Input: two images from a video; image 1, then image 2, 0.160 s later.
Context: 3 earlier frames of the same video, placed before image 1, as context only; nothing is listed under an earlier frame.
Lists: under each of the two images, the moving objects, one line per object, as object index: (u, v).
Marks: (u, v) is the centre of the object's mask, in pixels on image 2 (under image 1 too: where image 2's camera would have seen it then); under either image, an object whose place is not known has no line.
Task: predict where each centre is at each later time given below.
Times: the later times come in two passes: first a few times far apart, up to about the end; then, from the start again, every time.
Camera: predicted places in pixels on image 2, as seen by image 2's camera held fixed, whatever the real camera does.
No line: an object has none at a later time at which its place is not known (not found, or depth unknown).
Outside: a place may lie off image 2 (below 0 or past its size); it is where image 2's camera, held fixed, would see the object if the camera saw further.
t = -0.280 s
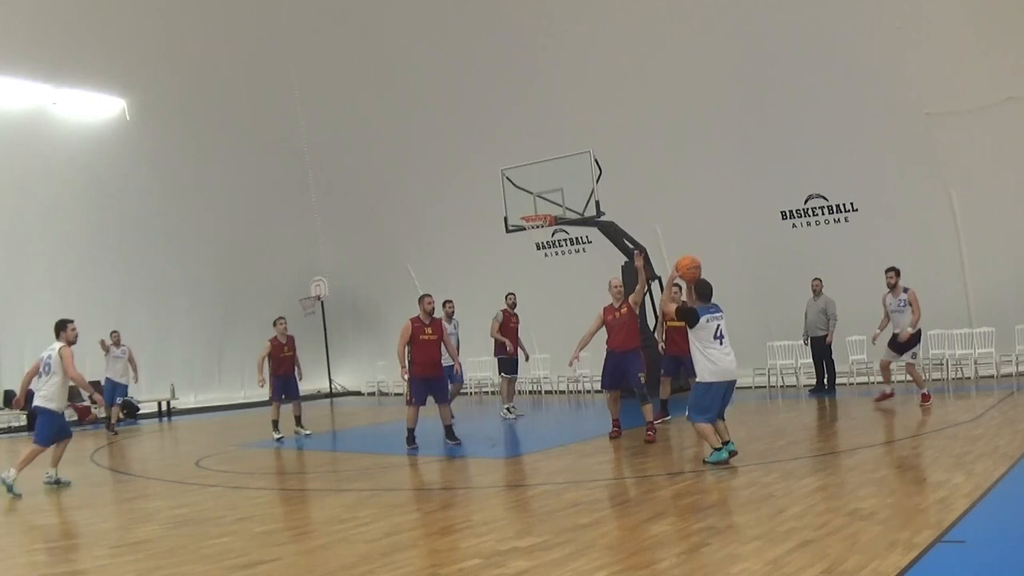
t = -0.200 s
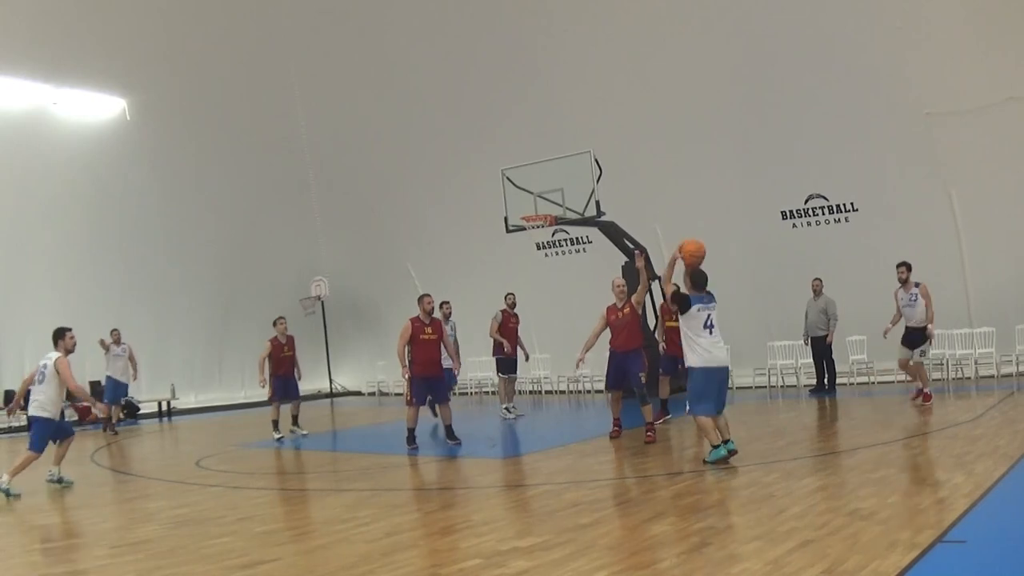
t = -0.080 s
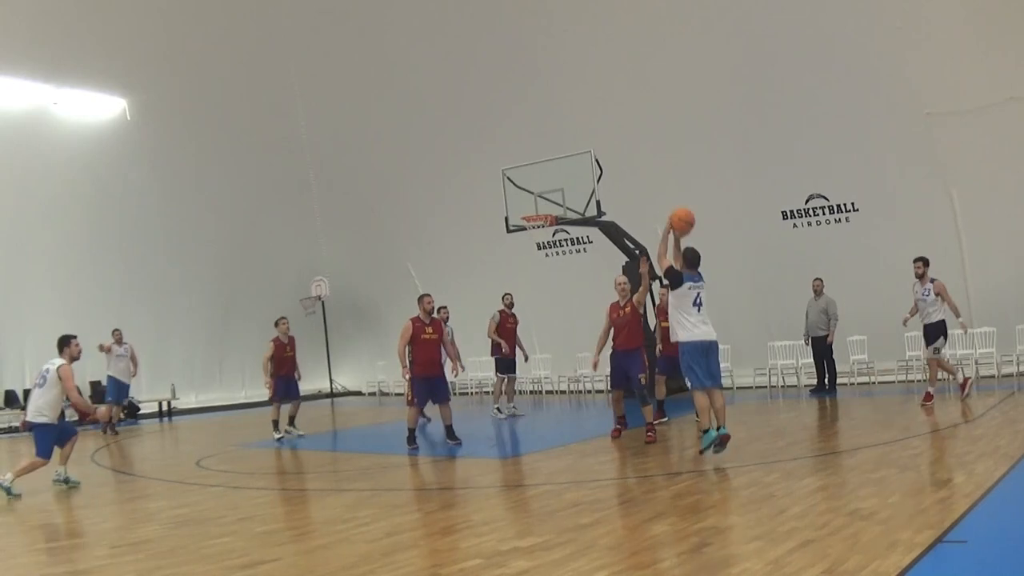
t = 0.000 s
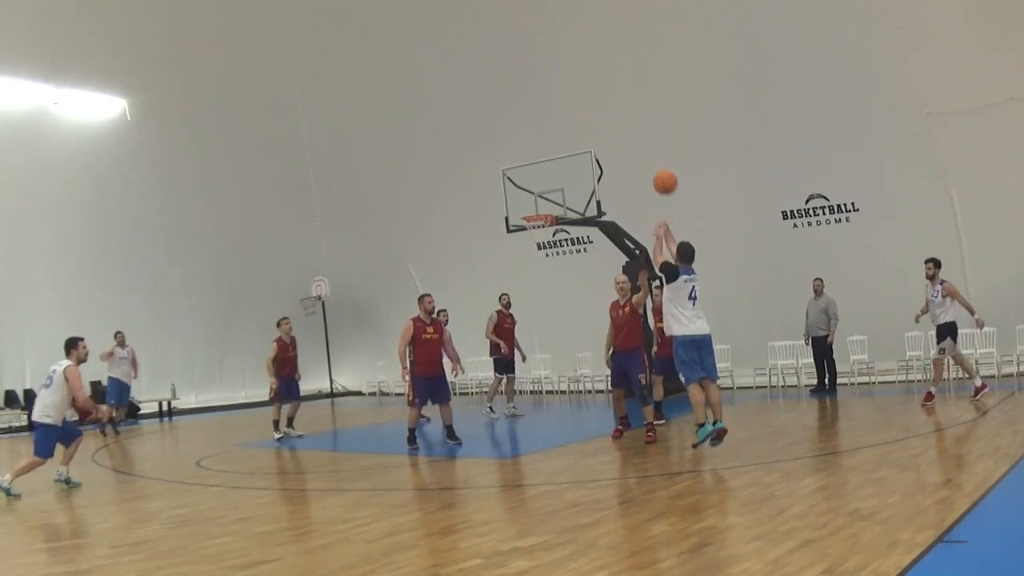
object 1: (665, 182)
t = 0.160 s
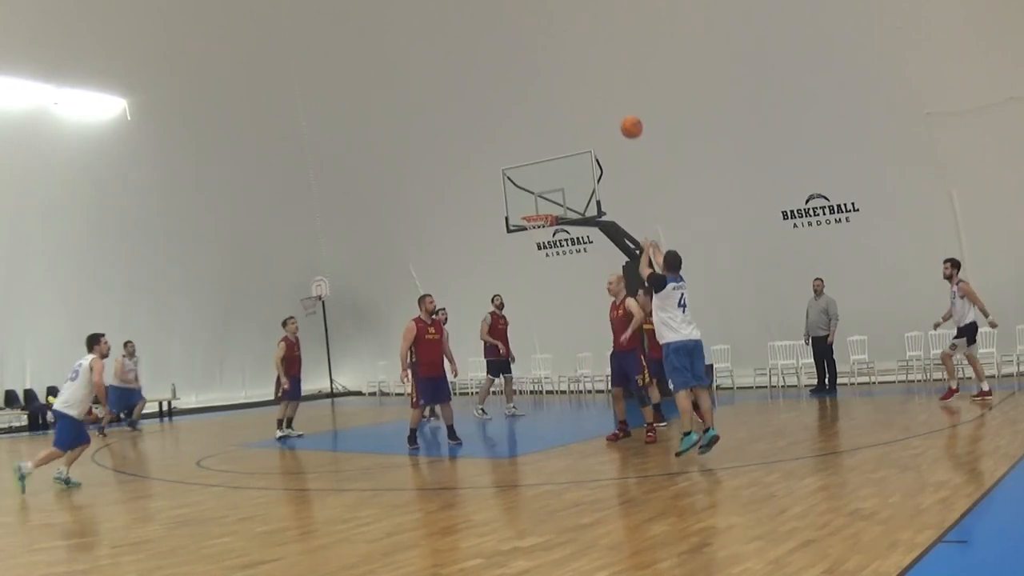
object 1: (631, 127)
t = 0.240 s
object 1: (617, 111)
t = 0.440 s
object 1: (590, 97)
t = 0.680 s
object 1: (566, 120)
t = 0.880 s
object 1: (551, 164)
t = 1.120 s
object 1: (532, 212)
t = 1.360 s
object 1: (579, 194)
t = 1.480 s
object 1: (605, 199)
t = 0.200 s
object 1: (624, 118)
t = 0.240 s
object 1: (617, 111)
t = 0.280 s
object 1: (611, 106)
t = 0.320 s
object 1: (605, 101)
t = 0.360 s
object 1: (600, 99)
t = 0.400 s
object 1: (594, 98)
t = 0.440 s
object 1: (590, 97)
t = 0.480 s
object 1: (585, 99)
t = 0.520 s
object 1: (581, 101)
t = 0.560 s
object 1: (577, 104)
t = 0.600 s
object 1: (573, 108)
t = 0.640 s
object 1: (569, 114)
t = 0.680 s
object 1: (566, 120)
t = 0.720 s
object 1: (562, 127)
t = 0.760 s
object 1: (559, 135)
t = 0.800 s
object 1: (557, 144)
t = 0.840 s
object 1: (554, 153)
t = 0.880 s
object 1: (551, 164)
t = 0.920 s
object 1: (549, 175)
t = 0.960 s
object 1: (547, 186)
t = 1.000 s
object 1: (544, 199)
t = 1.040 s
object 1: (542, 211)
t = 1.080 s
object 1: (532, 213)
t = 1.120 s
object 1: (532, 212)
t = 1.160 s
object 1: (540, 206)
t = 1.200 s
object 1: (547, 202)
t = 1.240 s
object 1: (555, 199)
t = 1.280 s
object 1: (563, 196)
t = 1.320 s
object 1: (571, 195)
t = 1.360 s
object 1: (579, 194)
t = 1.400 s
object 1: (588, 195)
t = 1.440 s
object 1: (596, 197)
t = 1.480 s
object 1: (605, 199)
